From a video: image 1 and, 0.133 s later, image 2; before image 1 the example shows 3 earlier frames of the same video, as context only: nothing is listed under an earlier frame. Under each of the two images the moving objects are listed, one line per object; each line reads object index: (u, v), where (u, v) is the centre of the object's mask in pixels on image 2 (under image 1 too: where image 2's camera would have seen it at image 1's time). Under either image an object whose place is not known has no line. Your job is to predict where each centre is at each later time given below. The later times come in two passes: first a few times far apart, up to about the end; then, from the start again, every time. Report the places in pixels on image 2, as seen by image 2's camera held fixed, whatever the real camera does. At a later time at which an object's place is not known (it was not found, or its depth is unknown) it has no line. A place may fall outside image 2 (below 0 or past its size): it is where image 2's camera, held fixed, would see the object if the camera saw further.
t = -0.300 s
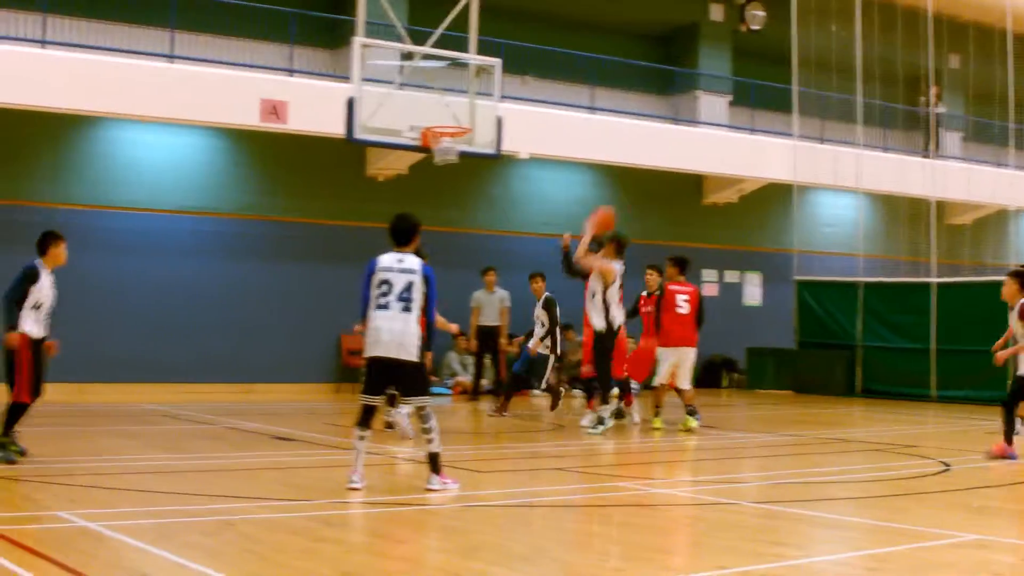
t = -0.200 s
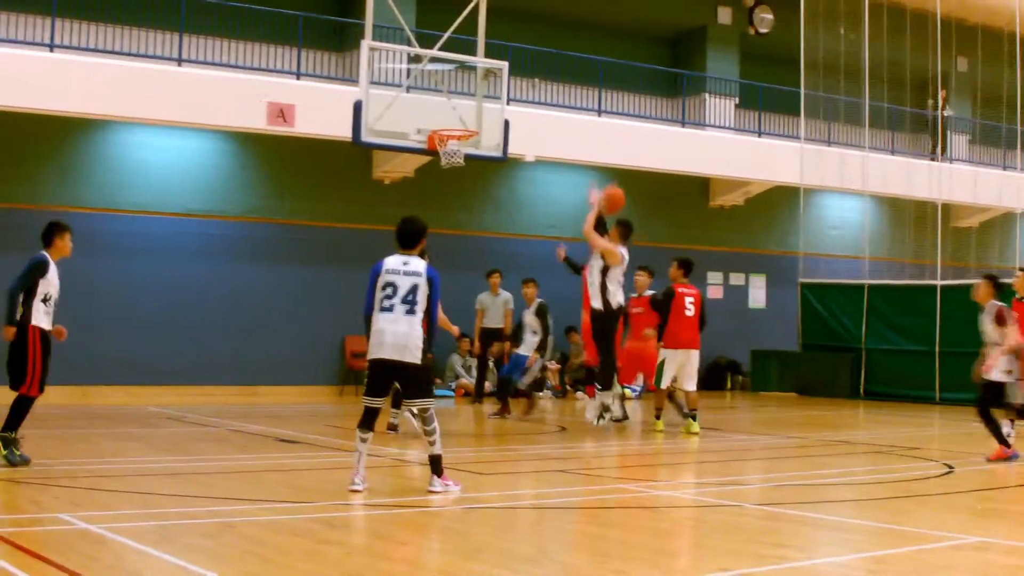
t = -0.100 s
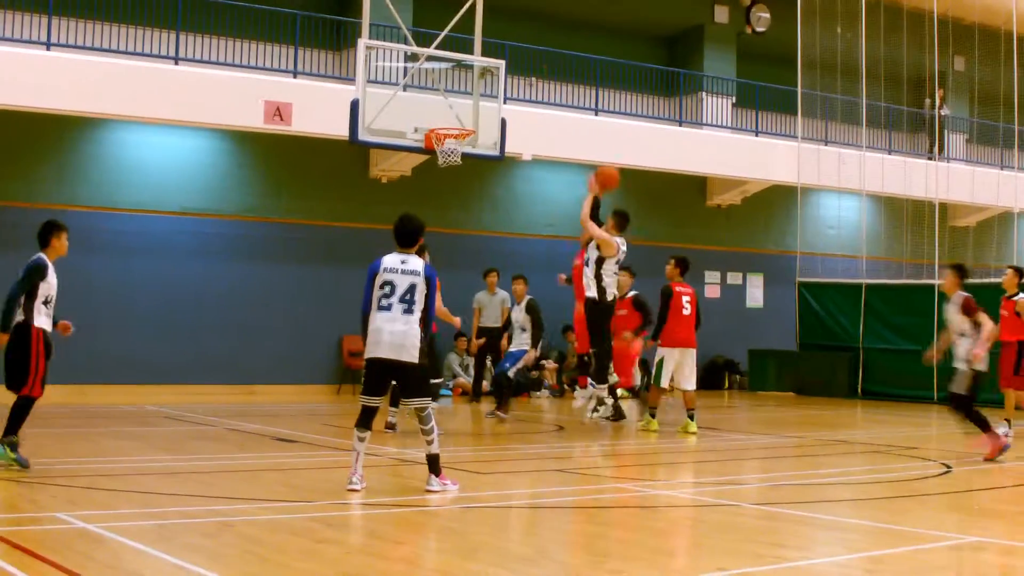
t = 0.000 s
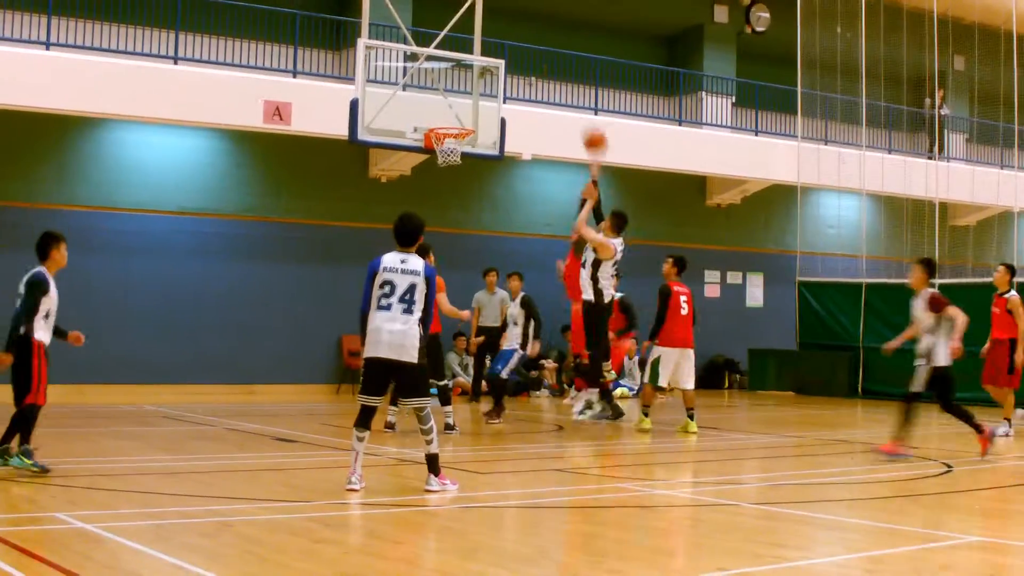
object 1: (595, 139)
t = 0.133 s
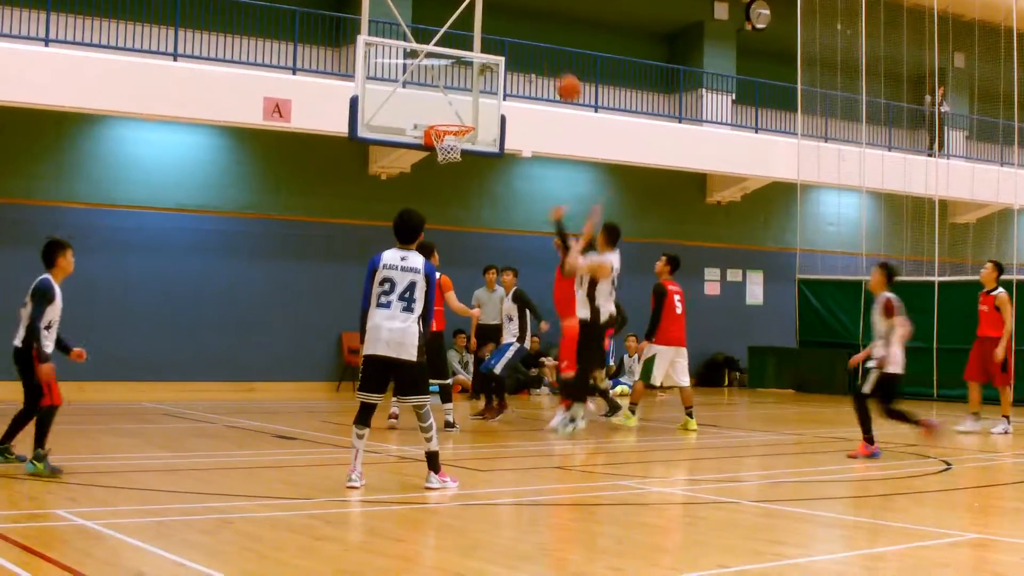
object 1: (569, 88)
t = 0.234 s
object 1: (550, 64)
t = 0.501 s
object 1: (499, 45)
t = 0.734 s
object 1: (454, 85)
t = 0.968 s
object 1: (456, 97)
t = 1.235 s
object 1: (501, 101)
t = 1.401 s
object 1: (527, 136)
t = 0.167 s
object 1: (563, 78)
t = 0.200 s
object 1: (556, 70)
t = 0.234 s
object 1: (550, 64)
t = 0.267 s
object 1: (543, 57)
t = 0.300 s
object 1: (537, 53)
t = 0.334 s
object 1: (531, 50)
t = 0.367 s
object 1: (525, 46)
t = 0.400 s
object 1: (518, 45)
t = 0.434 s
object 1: (512, 44)
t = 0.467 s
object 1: (506, 44)
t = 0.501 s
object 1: (499, 45)
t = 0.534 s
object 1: (493, 47)
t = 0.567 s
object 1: (487, 51)
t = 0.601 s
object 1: (480, 56)
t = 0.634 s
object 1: (474, 62)
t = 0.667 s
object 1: (467, 68)
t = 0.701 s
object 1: (461, 74)
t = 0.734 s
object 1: (454, 85)
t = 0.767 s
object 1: (448, 94)
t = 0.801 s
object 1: (442, 105)
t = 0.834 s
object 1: (436, 115)
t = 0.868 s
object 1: (439, 112)
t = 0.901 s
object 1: (445, 106)
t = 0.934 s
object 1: (451, 102)
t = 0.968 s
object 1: (456, 97)
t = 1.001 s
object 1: (463, 94)
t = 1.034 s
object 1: (468, 93)
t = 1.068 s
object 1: (474, 92)
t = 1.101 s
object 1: (480, 92)
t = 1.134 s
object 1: (485, 92)
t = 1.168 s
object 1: (490, 94)
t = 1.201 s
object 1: (496, 98)
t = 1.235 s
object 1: (501, 101)
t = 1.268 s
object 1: (507, 106)
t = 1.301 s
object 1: (511, 113)
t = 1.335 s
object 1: (517, 119)
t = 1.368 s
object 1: (523, 127)
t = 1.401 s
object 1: (527, 136)
